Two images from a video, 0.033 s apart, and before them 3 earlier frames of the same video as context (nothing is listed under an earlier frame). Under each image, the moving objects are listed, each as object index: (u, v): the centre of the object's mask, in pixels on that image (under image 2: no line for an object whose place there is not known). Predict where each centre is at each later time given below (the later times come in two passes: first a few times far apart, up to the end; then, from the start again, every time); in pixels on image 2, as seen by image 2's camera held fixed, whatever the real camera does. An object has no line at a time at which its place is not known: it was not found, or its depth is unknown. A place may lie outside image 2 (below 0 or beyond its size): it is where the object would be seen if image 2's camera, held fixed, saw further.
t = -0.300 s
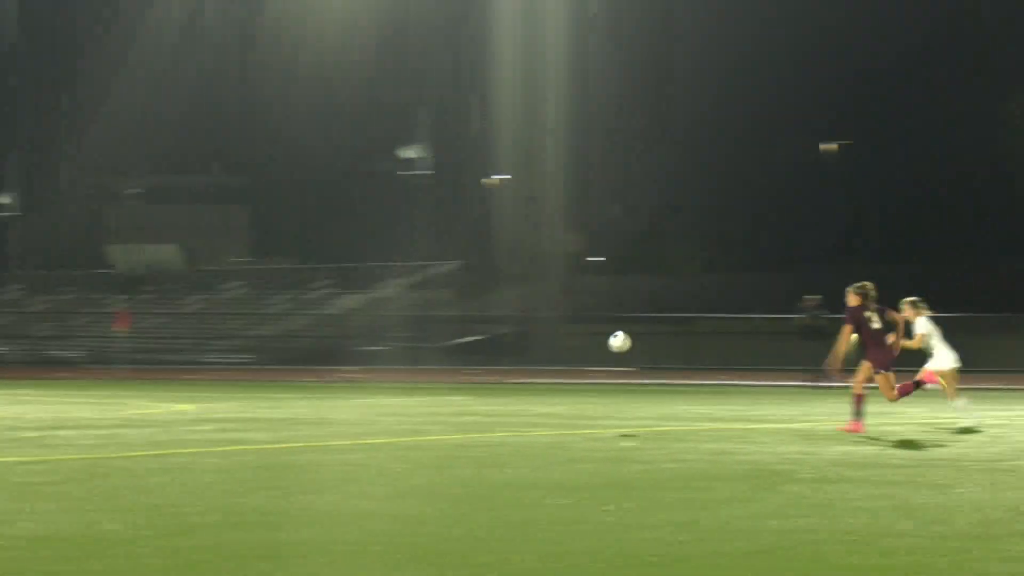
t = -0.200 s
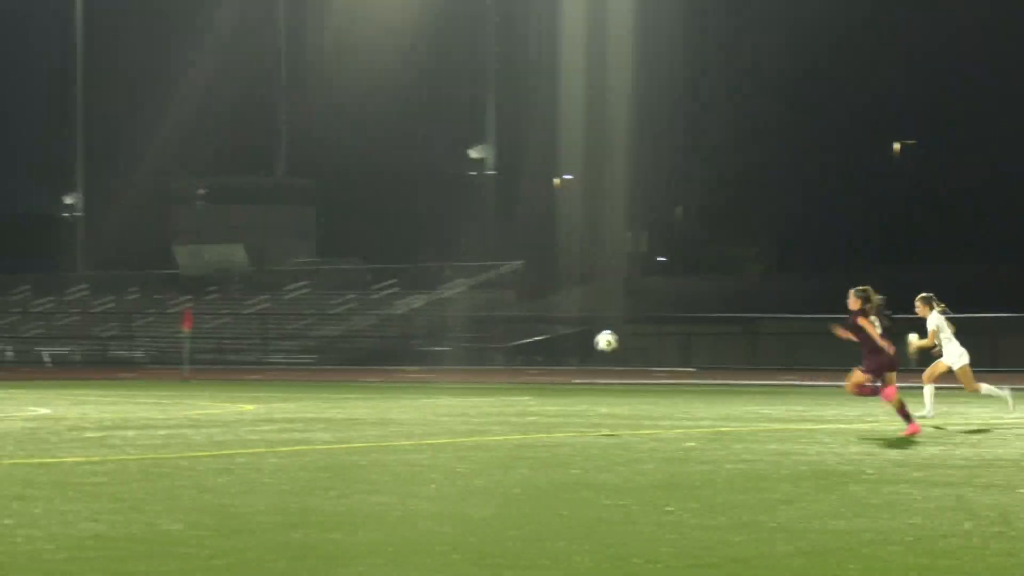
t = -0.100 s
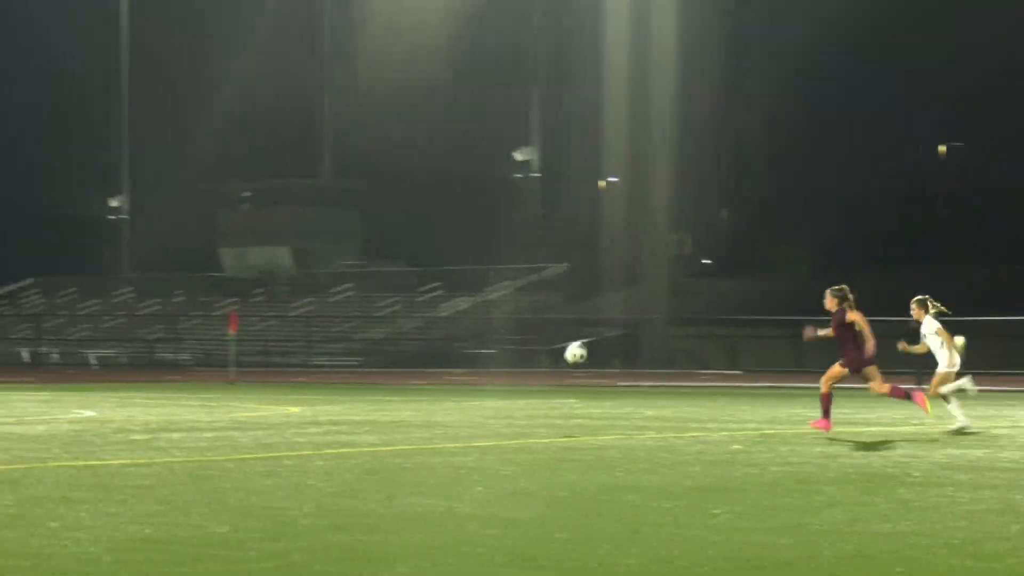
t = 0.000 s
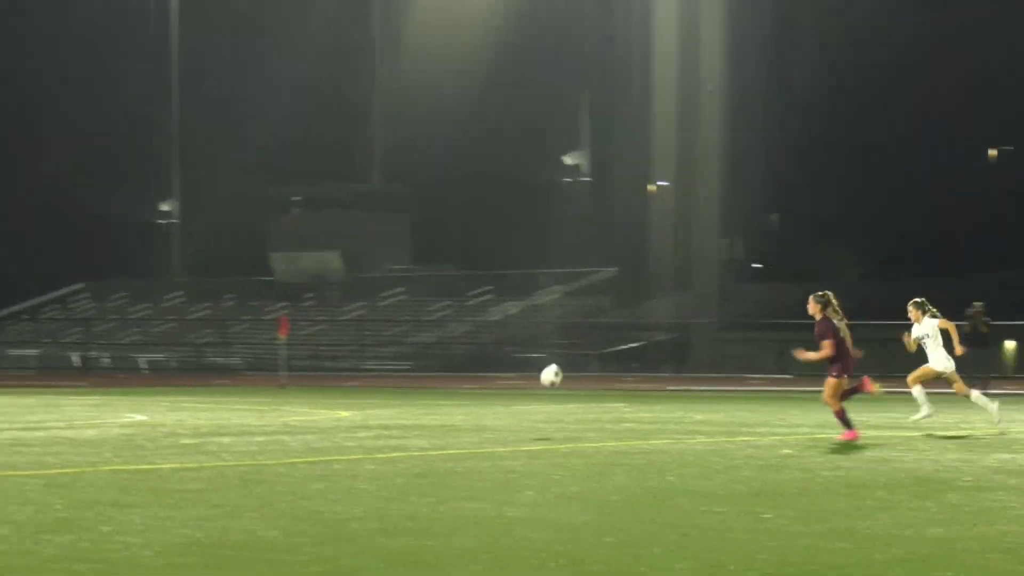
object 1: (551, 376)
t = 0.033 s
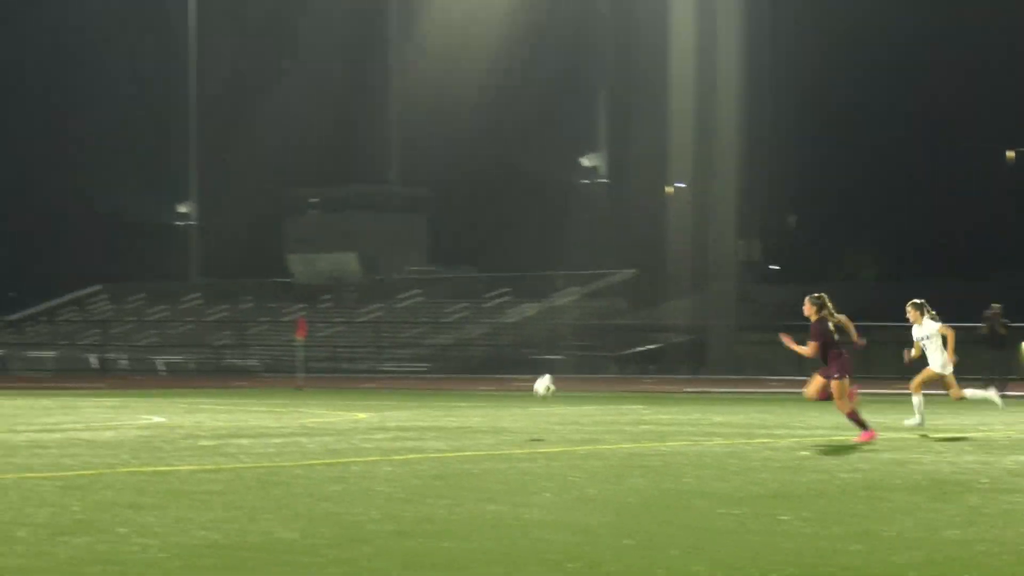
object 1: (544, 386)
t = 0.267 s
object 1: (391, 400)
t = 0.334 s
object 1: (352, 390)
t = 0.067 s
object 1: (520, 395)
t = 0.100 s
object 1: (496, 407)
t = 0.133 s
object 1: (473, 419)
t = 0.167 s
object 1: (451, 424)
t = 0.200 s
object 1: (431, 415)
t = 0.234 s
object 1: (412, 407)
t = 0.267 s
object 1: (391, 400)
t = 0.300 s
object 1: (372, 394)
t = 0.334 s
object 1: (352, 390)
